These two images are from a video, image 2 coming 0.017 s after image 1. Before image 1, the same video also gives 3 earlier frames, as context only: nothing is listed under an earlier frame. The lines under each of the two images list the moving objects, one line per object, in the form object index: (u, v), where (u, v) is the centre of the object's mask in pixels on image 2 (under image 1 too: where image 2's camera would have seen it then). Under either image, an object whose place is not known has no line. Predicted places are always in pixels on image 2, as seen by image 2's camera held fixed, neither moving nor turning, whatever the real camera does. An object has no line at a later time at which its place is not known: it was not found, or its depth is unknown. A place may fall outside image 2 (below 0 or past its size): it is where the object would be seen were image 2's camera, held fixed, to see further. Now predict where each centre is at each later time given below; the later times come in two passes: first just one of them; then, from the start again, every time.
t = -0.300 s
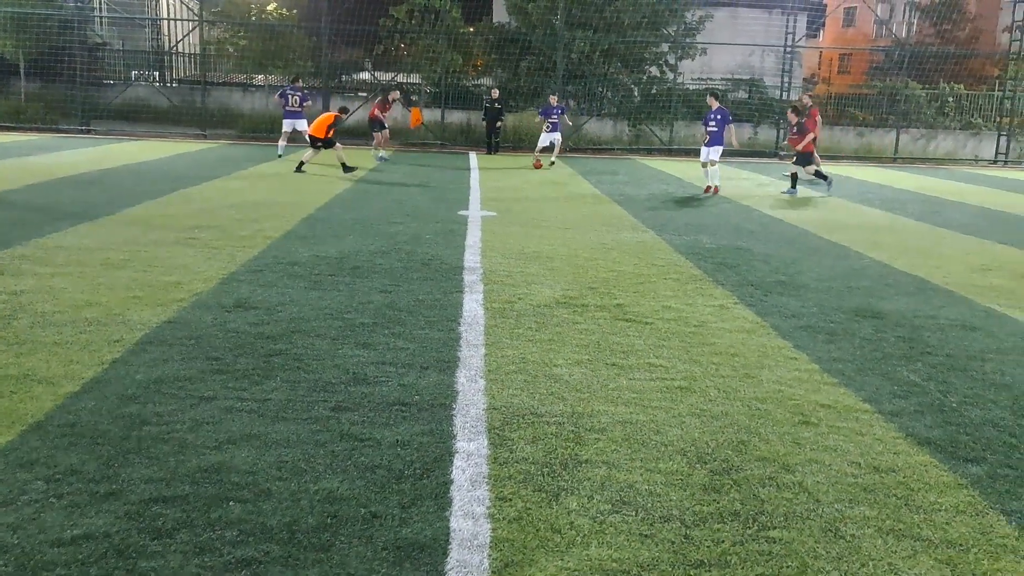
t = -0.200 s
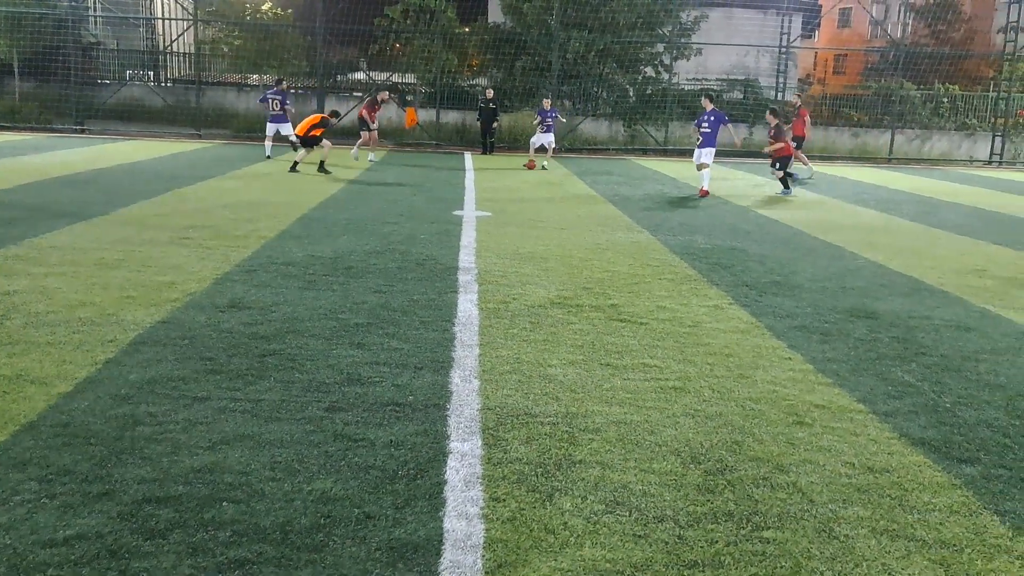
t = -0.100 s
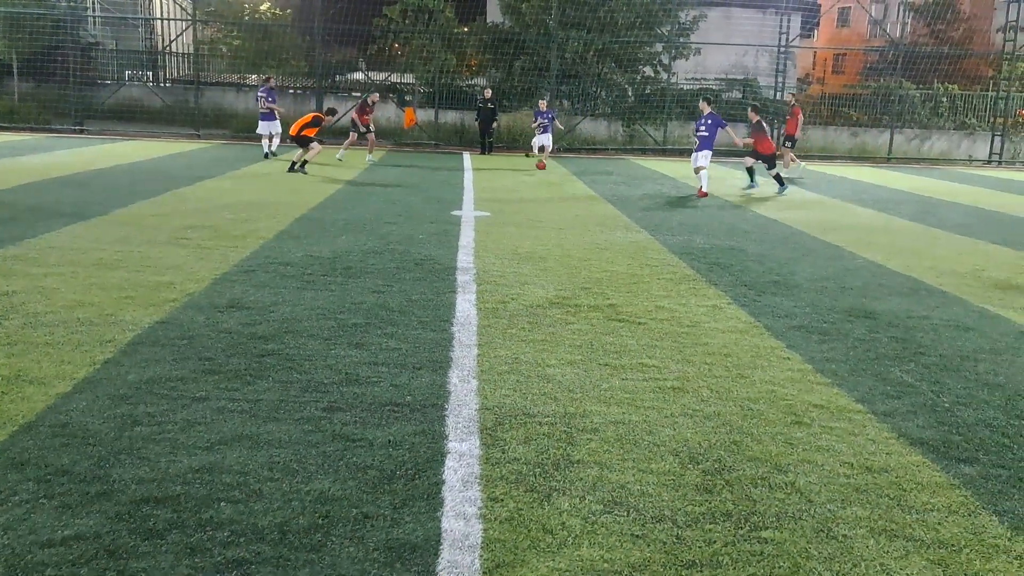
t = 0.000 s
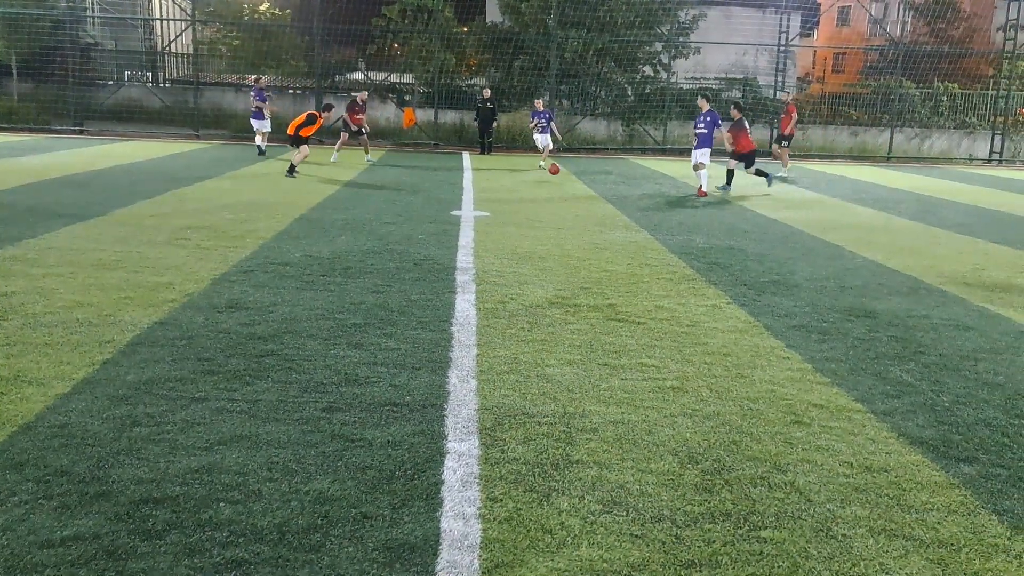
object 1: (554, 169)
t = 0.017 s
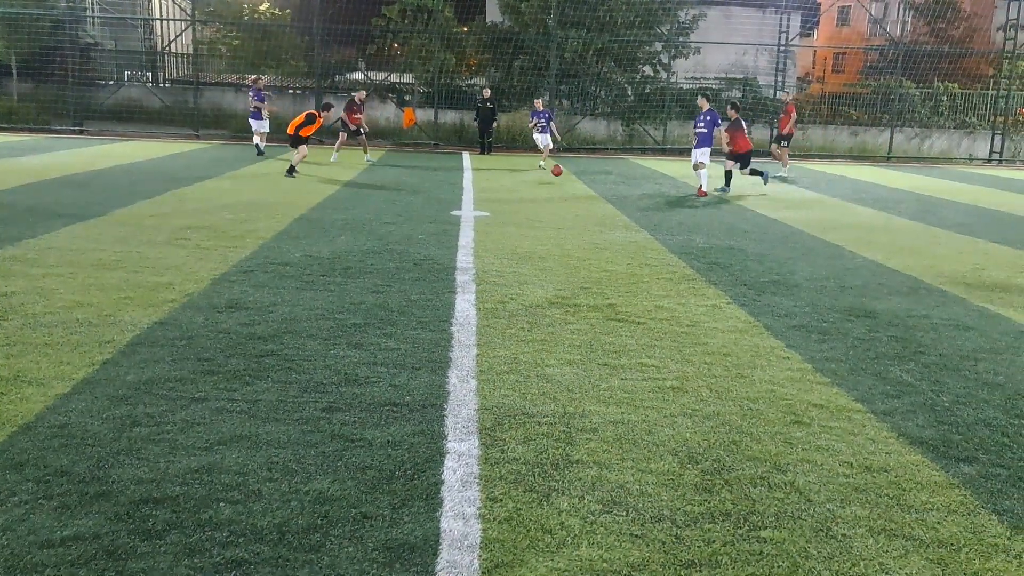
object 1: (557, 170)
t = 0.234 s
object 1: (597, 184)
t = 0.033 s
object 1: (560, 172)
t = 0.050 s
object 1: (562, 173)
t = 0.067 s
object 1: (565, 175)
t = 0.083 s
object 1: (569, 178)
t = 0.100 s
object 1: (571, 180)
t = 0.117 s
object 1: (575, 182)
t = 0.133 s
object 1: (578, 186)
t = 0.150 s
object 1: (581, 187)
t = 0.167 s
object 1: (585, 186)
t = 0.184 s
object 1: (588, 185)
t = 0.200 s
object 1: (591, 185)
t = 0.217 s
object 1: (594, 184)
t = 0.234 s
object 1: (597, 184)
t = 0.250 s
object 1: (600, 184)
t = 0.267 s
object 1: (604, 184)
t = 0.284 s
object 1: (607, 185)
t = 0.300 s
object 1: (611, 185)
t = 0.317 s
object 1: (614, 186)
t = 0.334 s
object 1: (618, 188)
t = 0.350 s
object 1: (622, 189)
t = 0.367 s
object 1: (626, 191)
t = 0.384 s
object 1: (630, 193)
